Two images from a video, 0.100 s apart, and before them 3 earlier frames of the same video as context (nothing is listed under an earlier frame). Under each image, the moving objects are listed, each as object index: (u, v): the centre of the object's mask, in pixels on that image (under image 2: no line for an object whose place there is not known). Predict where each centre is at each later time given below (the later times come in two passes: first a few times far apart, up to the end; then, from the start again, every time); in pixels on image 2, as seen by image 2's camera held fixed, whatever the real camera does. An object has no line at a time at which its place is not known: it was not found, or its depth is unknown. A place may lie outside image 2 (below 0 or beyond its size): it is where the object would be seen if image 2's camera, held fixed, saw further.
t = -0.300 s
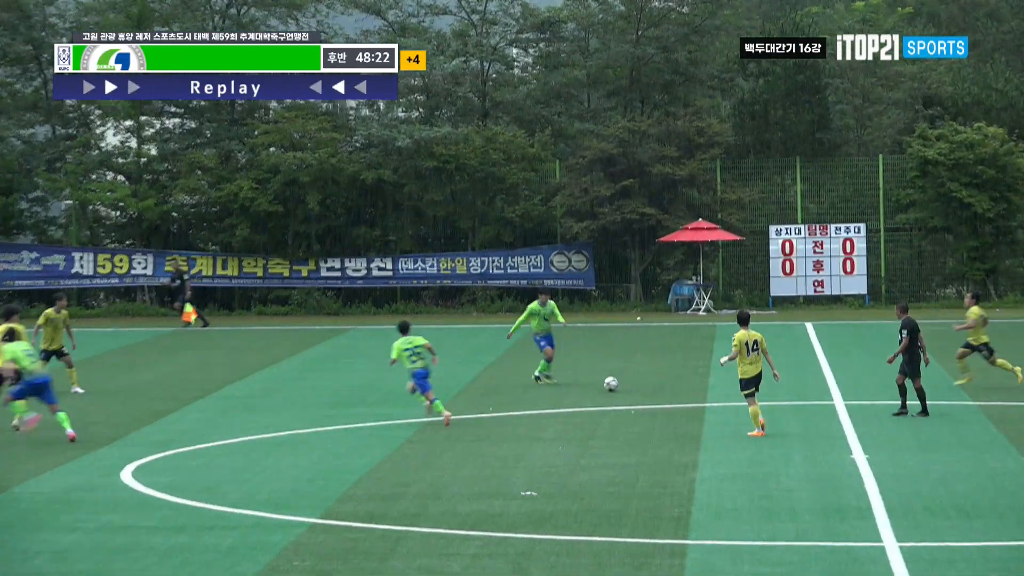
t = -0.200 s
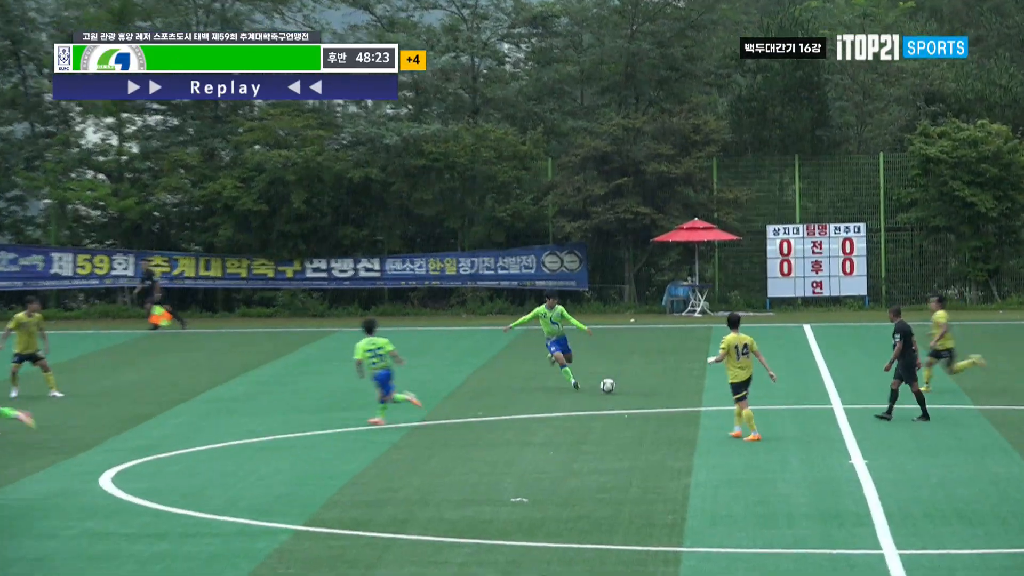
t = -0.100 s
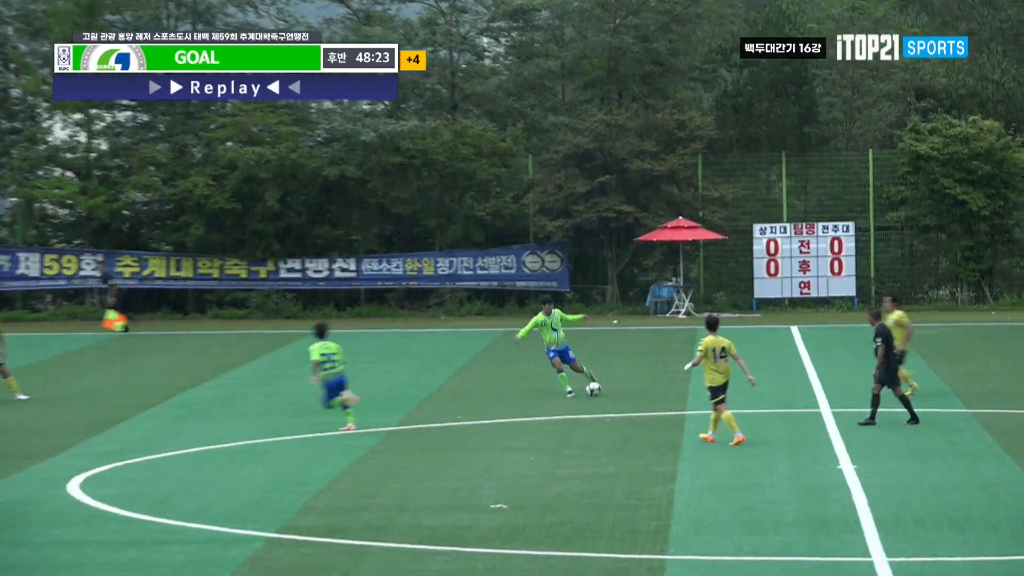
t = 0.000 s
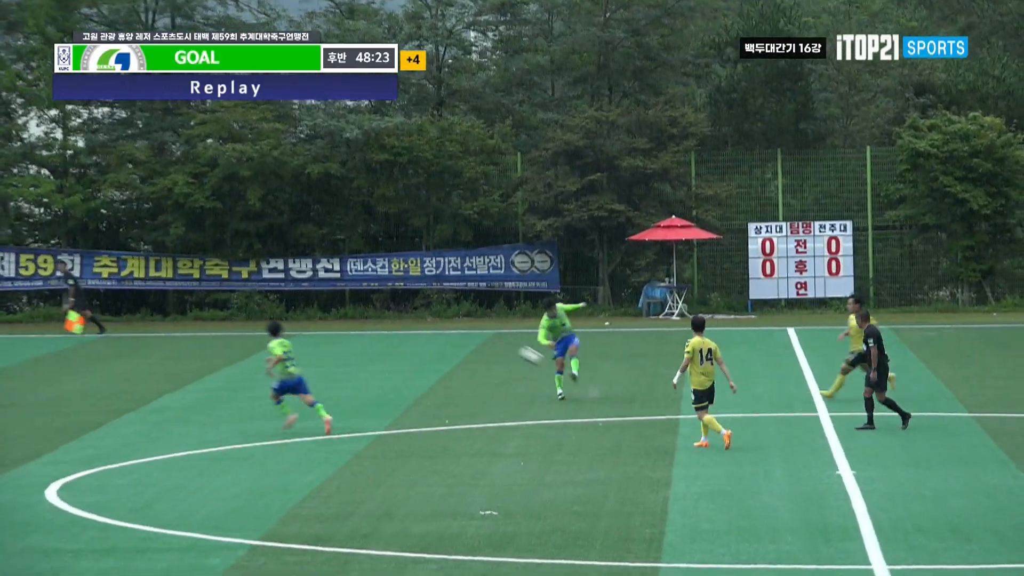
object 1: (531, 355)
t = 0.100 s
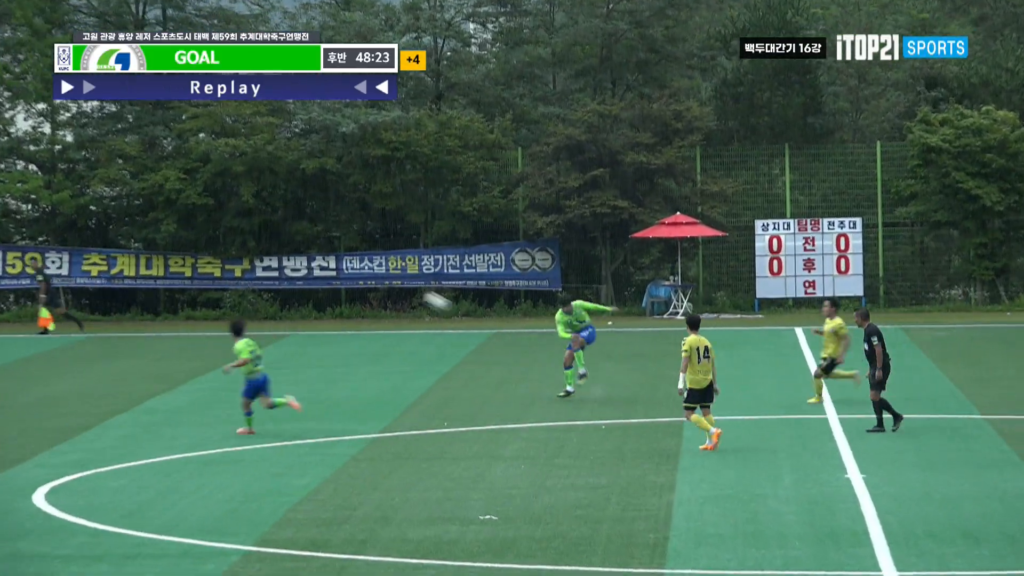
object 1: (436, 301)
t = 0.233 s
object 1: (301, 236)
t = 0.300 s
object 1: (233, 205)
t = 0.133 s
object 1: (403, 285)
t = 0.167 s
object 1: (370, 269)
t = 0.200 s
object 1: (336, 250)
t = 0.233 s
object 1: (301, 236)
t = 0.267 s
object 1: (267, 220)
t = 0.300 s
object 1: (233, 205)
